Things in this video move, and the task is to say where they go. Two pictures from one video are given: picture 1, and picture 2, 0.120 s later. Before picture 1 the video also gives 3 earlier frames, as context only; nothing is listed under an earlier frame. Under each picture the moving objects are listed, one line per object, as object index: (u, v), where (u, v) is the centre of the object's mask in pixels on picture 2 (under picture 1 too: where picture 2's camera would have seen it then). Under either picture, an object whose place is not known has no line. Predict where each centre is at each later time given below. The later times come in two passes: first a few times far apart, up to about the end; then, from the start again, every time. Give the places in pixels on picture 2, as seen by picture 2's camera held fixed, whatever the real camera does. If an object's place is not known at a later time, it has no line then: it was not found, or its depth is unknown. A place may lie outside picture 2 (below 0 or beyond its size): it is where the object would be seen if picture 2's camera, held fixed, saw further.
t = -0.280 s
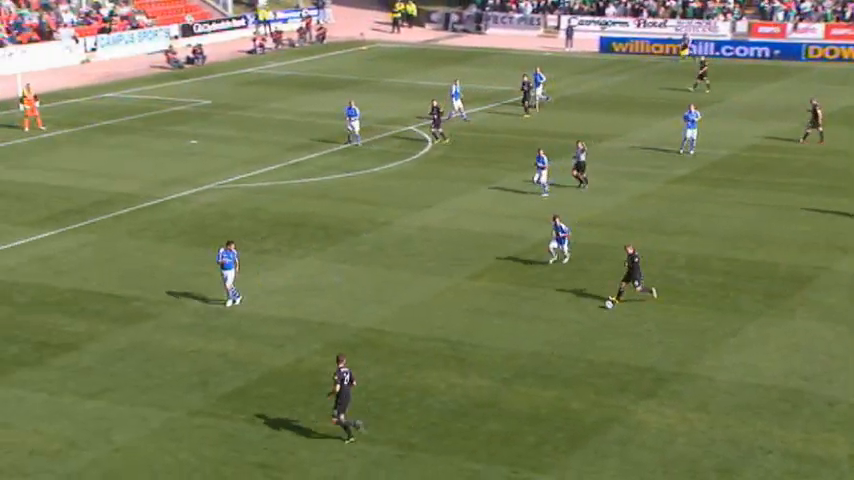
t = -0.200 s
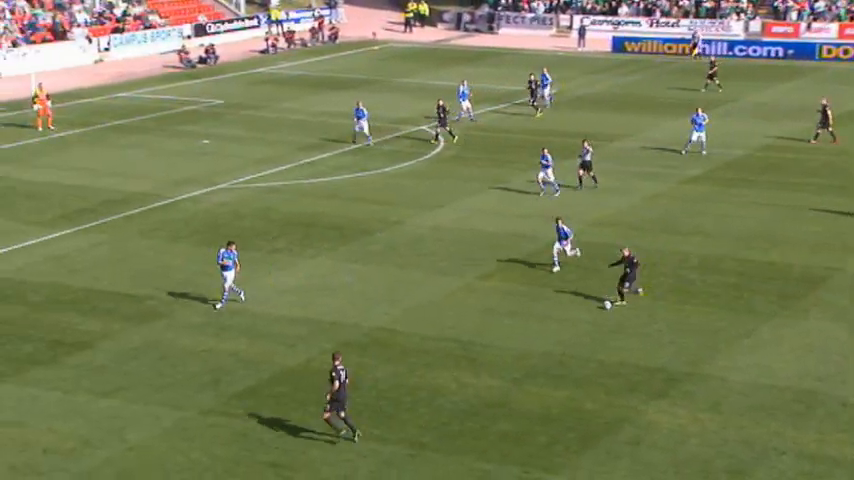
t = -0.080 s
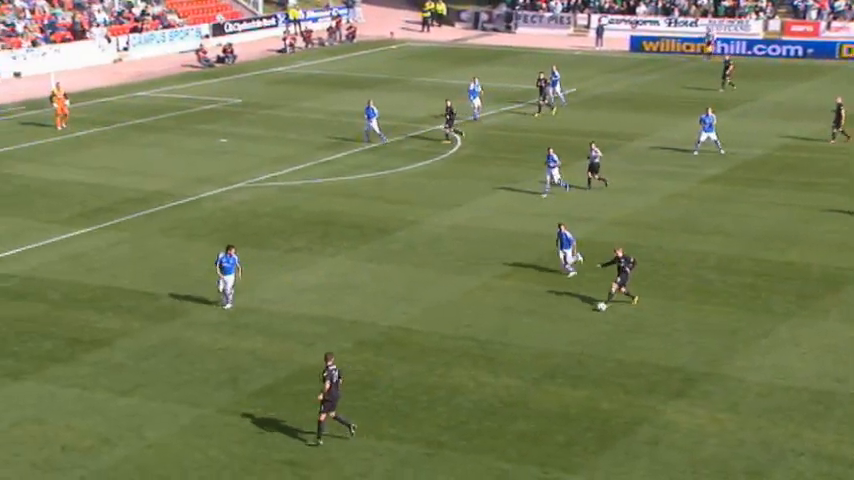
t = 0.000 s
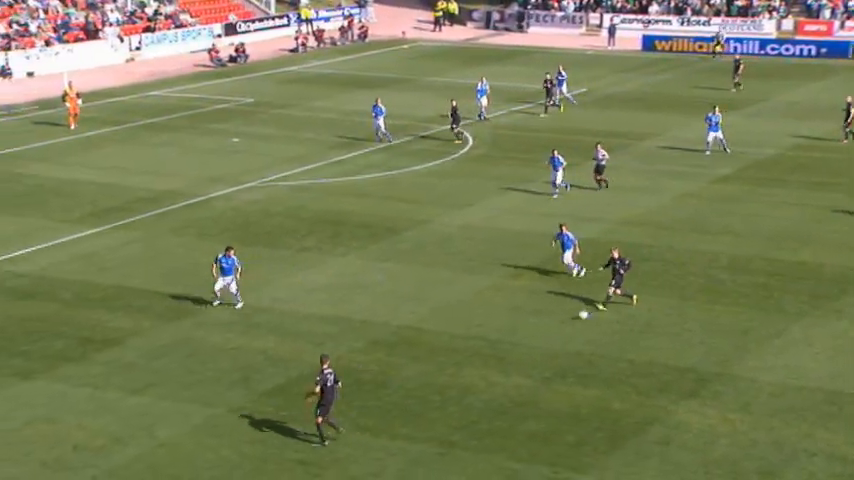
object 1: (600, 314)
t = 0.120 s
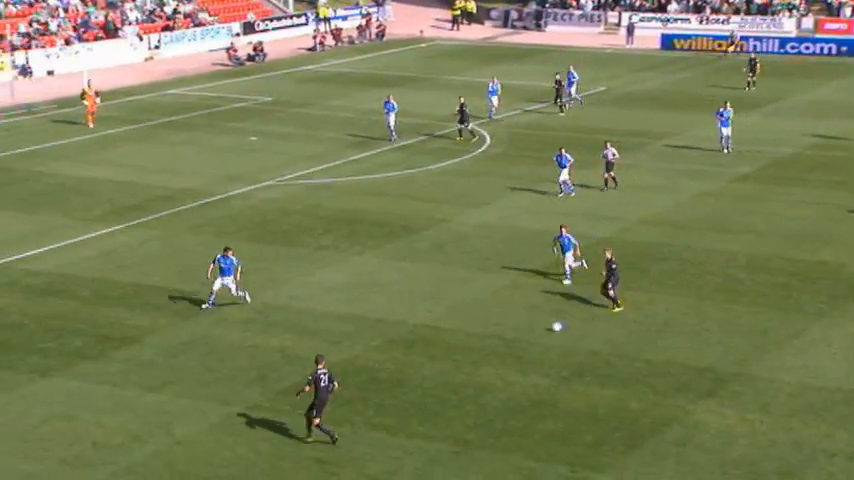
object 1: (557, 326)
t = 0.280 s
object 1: (503, 342)
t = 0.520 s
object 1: (433, 361)
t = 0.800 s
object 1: (364, 382)
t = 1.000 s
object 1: (317, 395)
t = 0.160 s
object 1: (542, 331)
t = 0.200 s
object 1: (528, 335)
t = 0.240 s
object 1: (514, 338)
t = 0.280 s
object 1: (503, 342)
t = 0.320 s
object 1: (490, 345)
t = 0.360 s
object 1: (477, 349)
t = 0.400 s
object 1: (465, 352)
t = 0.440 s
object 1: (454, 355)
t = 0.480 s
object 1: (444, 359)
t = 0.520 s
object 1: (433, 361)
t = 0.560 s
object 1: (422, 364)
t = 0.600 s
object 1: (412, 367)
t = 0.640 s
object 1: (402, 370)
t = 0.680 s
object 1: (391, 372)
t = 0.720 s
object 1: (382, 375)
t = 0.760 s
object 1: (374, 379)
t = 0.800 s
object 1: (364, 382)
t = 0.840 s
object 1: (354, 384)
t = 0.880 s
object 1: (345, 387)
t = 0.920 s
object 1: (335, 390)
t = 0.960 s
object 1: (326, 393)
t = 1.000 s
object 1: (317, 395)
